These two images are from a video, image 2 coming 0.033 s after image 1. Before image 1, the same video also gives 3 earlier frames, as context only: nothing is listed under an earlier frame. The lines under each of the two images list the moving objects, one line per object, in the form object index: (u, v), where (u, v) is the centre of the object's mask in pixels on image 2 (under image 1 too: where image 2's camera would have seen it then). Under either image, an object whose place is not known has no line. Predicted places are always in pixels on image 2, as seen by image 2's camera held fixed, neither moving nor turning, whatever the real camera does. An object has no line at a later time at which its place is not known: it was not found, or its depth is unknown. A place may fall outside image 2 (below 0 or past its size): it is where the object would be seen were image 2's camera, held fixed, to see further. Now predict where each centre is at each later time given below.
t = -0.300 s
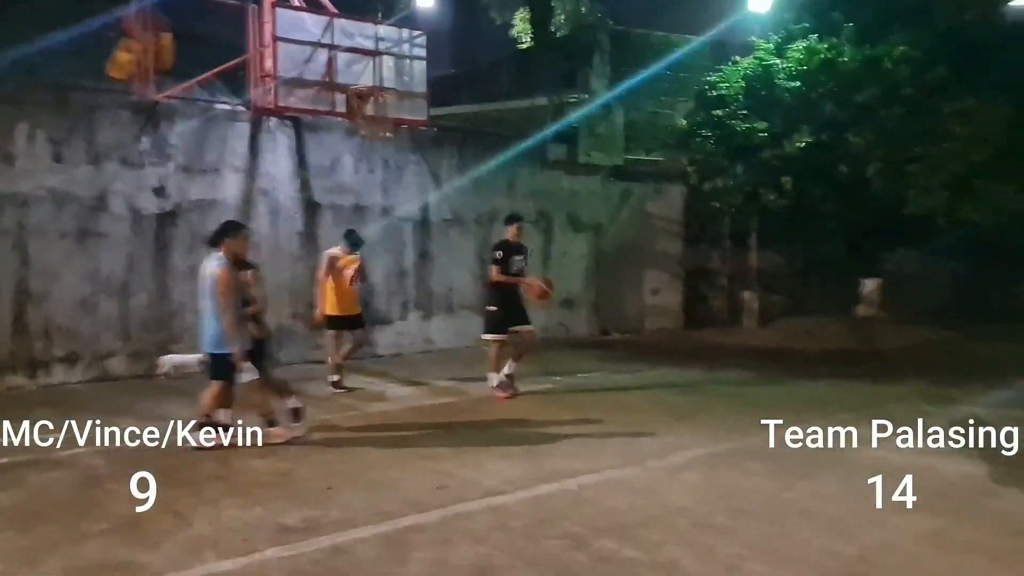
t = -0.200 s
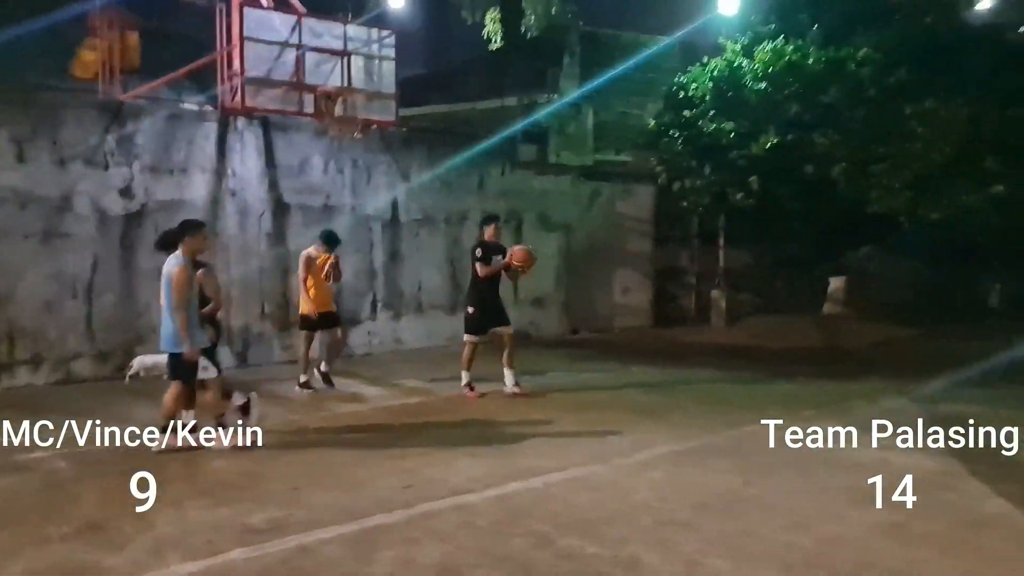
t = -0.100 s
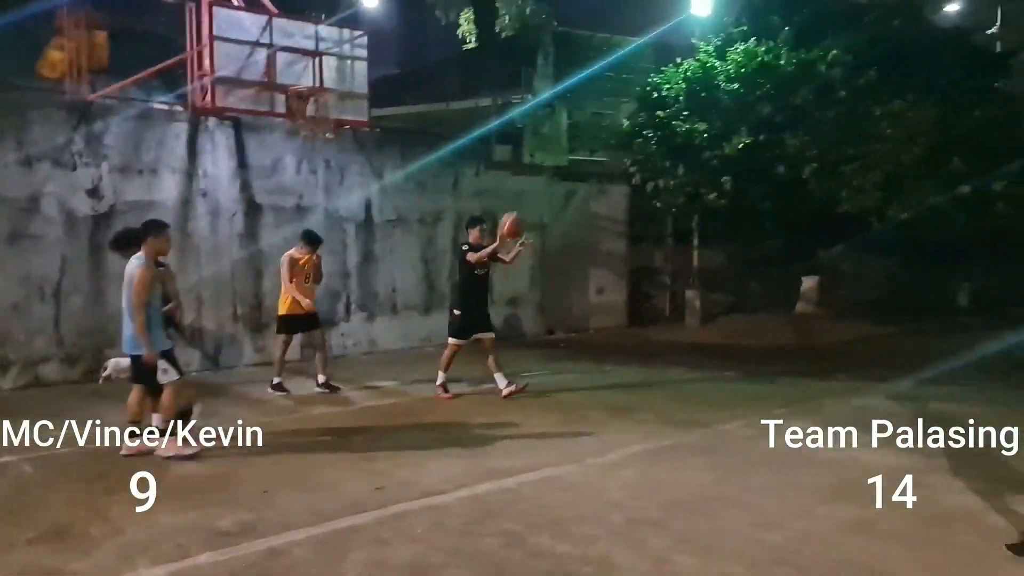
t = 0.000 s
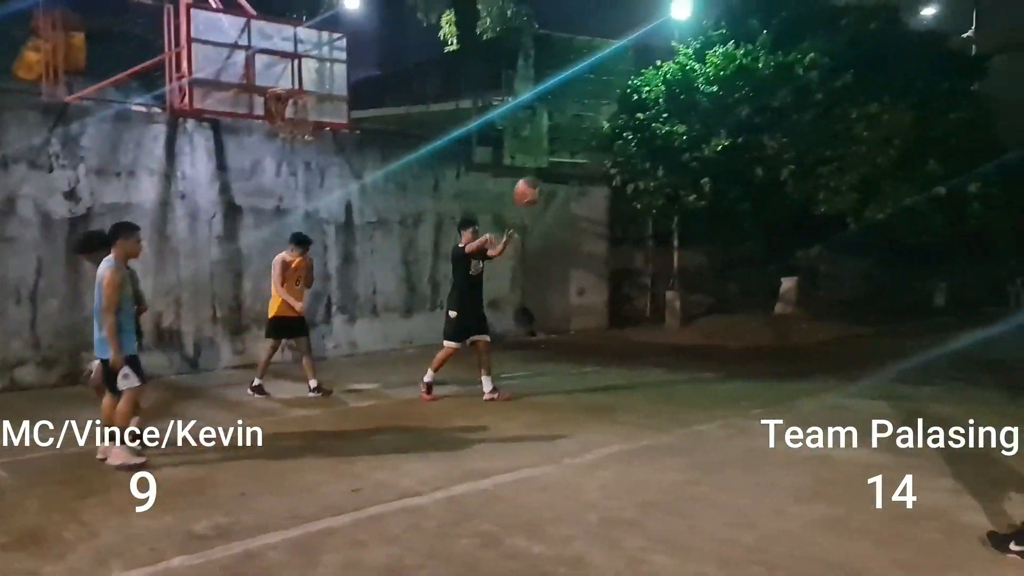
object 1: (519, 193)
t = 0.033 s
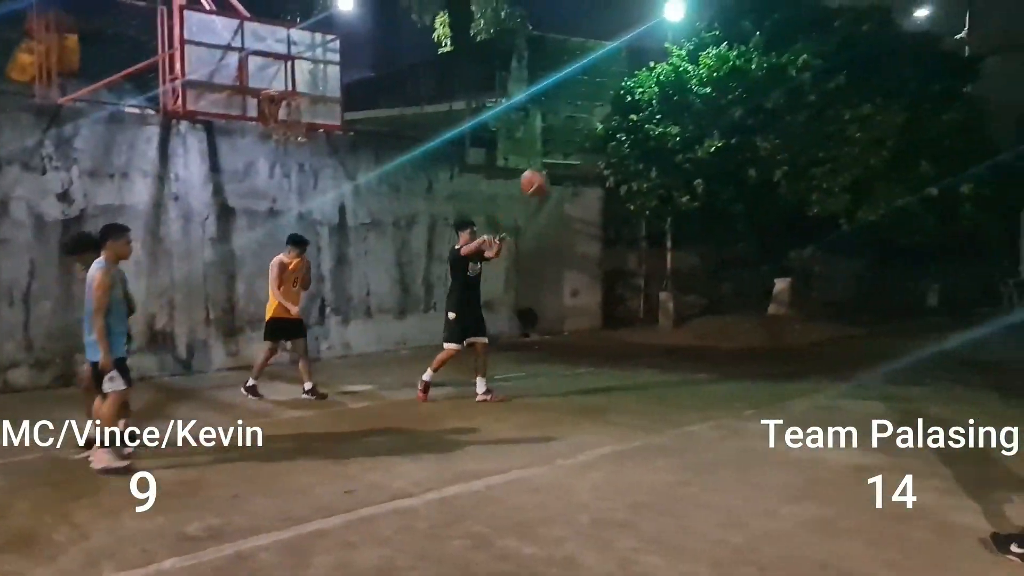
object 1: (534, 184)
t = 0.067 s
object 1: (562, 162)
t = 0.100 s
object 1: (577, 155)
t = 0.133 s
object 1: (589, 148)
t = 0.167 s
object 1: (607, 140)
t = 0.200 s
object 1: (625, 136)
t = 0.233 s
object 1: (643, 131)
